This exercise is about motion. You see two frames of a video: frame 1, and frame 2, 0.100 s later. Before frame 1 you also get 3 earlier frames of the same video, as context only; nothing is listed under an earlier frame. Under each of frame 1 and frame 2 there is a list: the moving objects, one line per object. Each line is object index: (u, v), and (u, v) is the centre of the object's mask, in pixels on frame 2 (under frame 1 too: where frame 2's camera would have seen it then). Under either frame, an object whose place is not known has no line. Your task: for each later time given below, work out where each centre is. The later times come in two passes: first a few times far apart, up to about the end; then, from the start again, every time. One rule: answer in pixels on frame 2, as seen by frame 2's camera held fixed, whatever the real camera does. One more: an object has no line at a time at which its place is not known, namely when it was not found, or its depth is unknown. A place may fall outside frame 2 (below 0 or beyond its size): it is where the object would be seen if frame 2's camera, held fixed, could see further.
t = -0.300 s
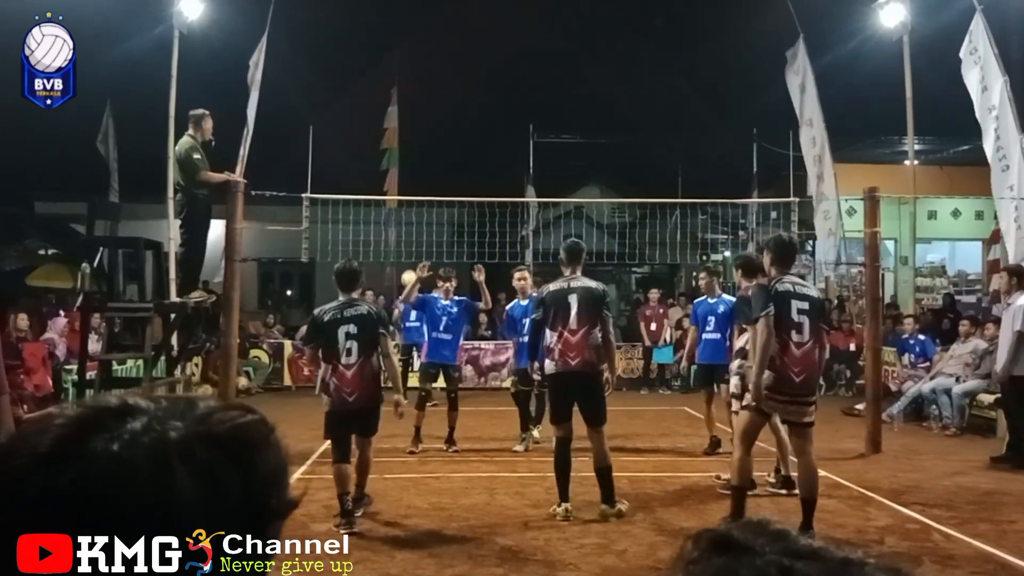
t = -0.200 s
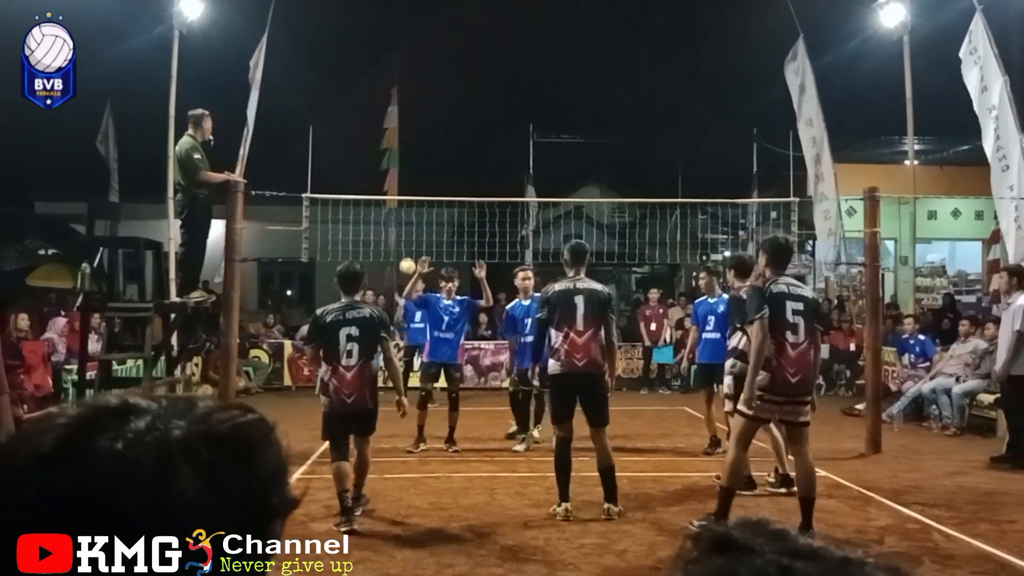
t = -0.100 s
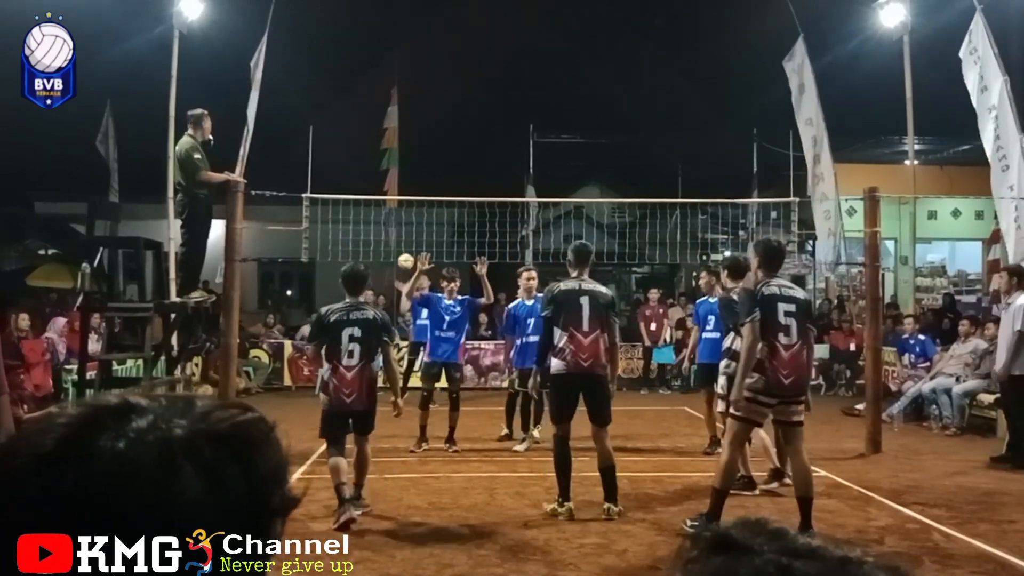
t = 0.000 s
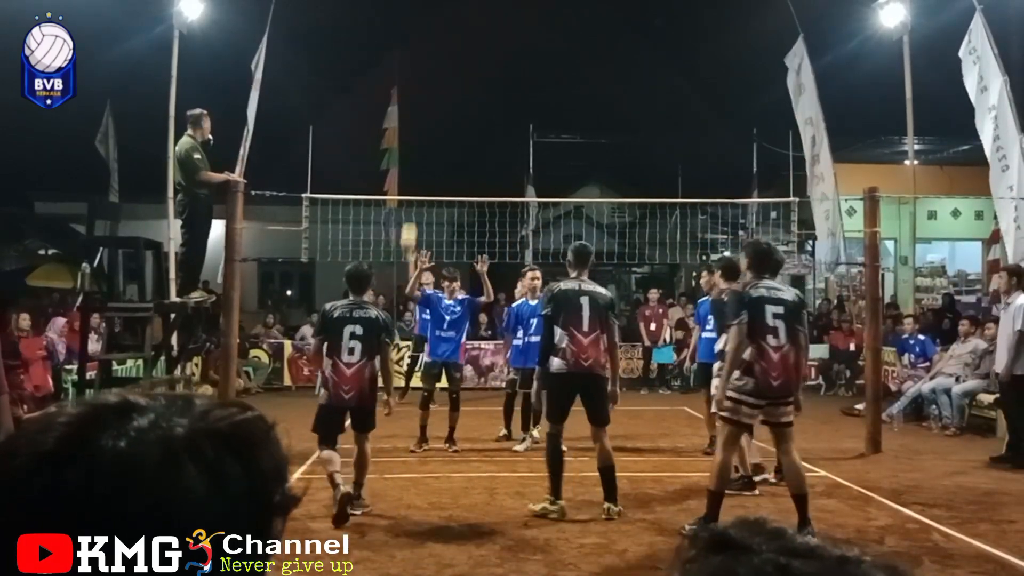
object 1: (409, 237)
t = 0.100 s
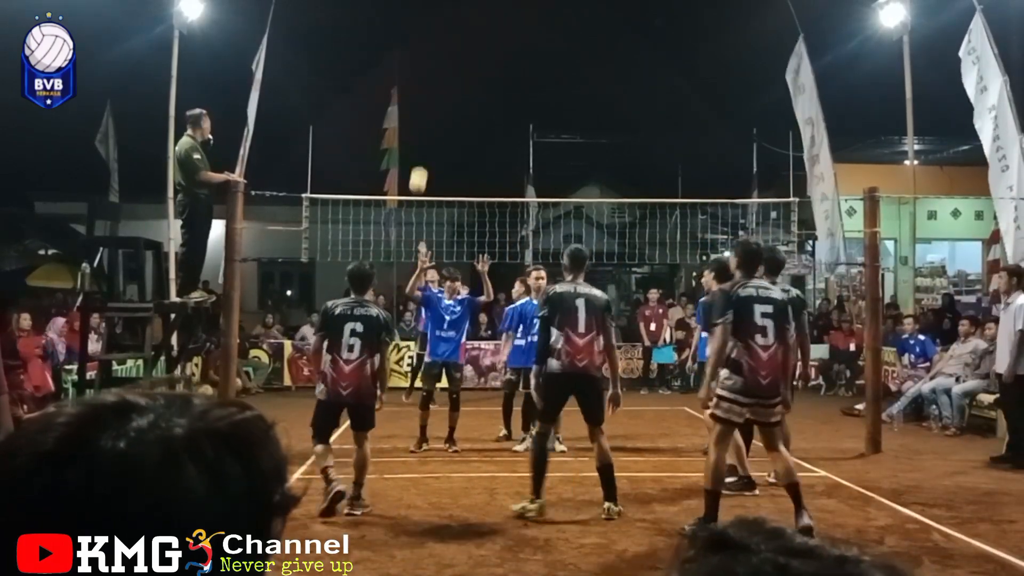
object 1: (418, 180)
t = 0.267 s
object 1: (435, 96)
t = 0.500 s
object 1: (454, 9)
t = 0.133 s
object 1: (422, 163)
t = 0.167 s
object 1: (426, 145)
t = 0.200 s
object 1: (429, 128)
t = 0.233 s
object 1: (432, 112)
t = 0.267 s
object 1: (435, 96)
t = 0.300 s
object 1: (437, 81)
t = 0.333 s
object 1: (440, 67)
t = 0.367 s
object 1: (442, 53)
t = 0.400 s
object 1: (446, 40)
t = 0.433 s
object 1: (448, 28)
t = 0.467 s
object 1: (451, 16)
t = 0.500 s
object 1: (454, 9)
